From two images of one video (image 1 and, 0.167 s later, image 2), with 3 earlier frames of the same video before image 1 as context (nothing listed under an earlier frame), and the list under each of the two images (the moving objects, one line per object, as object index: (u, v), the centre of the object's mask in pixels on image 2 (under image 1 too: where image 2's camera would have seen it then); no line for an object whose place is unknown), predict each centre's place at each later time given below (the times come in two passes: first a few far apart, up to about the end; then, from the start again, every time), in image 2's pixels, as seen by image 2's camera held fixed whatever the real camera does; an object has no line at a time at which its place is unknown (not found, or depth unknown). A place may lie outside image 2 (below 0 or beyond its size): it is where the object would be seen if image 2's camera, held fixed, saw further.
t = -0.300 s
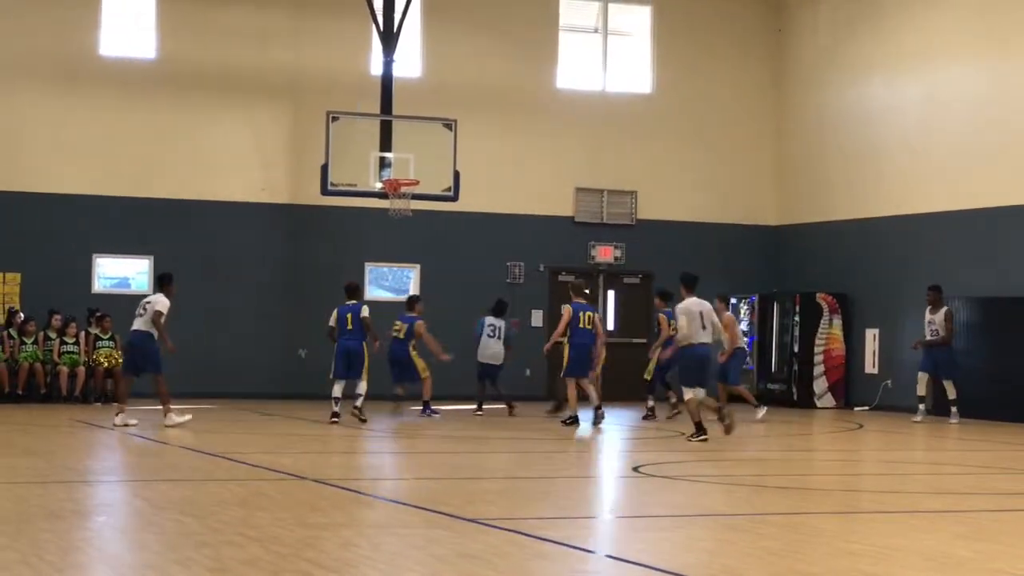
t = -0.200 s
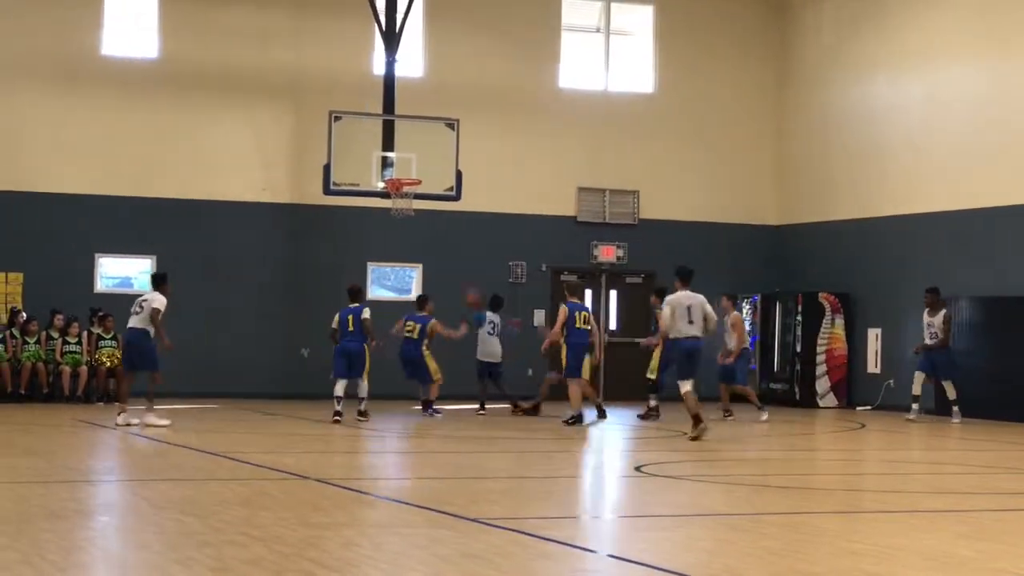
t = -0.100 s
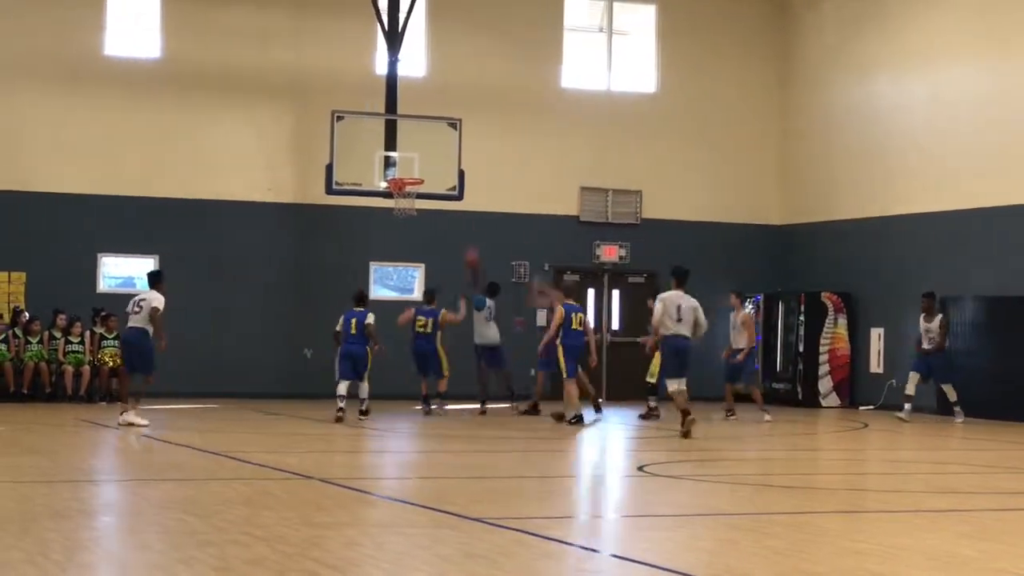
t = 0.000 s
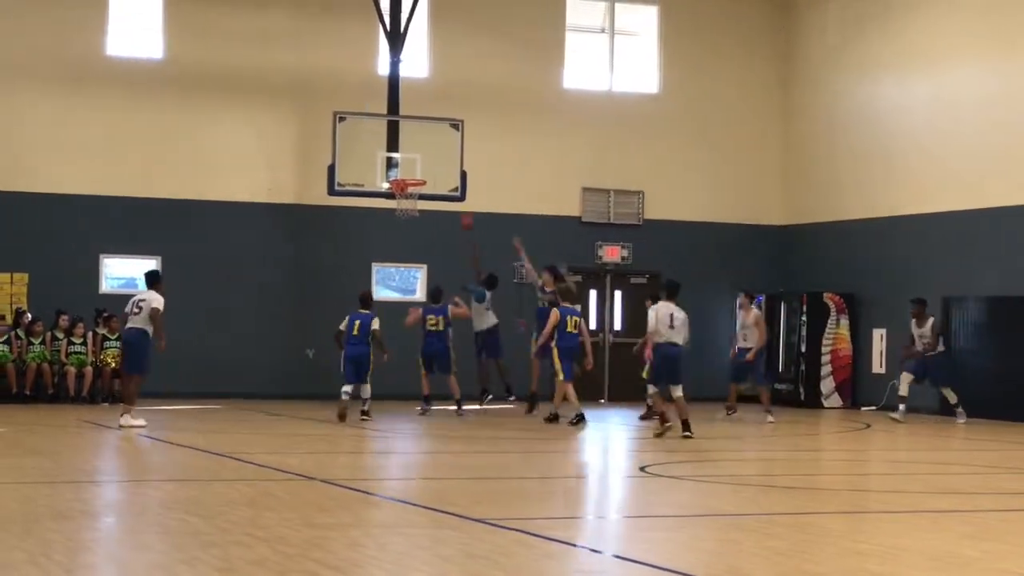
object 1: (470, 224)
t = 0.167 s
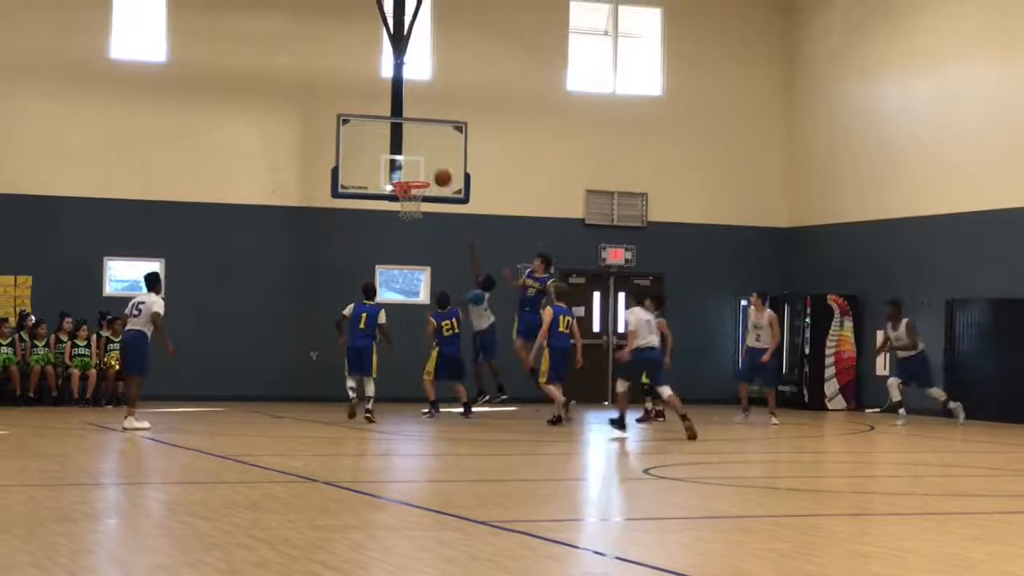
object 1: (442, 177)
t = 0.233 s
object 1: (438, 169)
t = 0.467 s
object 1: (426, 167)
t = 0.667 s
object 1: (412, 184)
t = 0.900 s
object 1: (403, 209)
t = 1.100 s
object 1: (407, 237)
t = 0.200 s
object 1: (440, 172)
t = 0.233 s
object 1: (438, 169)
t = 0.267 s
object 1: (436, 166)
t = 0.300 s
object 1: (435, 164)
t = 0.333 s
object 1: (433, 163)
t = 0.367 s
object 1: (432, 163)
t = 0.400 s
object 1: (430, 164)
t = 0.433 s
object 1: (428, 165)
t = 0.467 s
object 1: (426, 167)
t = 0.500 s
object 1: (425, 170)
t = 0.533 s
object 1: (423, 174)
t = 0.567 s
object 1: (421, 176)
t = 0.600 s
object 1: (419, 177)
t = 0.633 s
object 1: (415, 182)
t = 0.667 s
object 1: (412, 184)
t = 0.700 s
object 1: (408, 189)
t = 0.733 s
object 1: (405, 193)
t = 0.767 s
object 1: (403, 196)
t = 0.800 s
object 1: (401, 201)
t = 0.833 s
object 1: (401, 201)
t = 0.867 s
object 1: (401, 203)
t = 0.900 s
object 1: (403, 209)
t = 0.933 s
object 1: (403, 209)
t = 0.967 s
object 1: (404, 213)
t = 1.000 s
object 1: (405, 218)
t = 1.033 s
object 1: (406, 224)
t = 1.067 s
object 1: (407, 230)
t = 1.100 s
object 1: (407, 237)
